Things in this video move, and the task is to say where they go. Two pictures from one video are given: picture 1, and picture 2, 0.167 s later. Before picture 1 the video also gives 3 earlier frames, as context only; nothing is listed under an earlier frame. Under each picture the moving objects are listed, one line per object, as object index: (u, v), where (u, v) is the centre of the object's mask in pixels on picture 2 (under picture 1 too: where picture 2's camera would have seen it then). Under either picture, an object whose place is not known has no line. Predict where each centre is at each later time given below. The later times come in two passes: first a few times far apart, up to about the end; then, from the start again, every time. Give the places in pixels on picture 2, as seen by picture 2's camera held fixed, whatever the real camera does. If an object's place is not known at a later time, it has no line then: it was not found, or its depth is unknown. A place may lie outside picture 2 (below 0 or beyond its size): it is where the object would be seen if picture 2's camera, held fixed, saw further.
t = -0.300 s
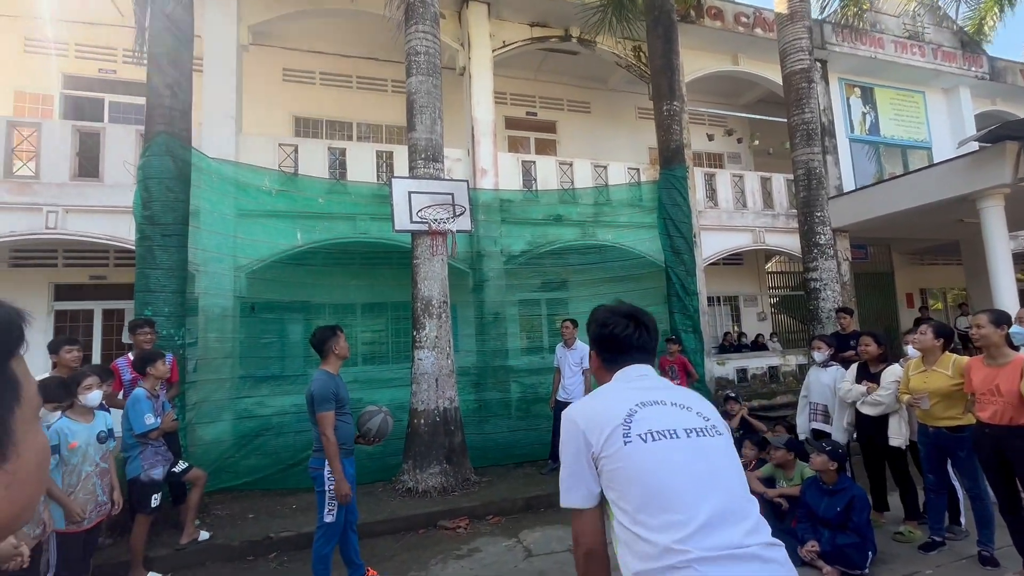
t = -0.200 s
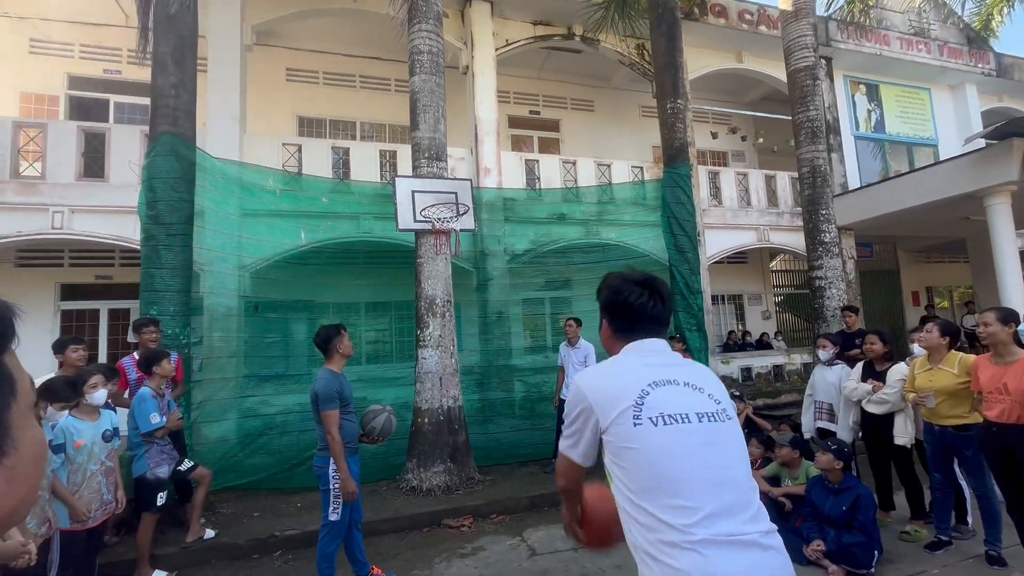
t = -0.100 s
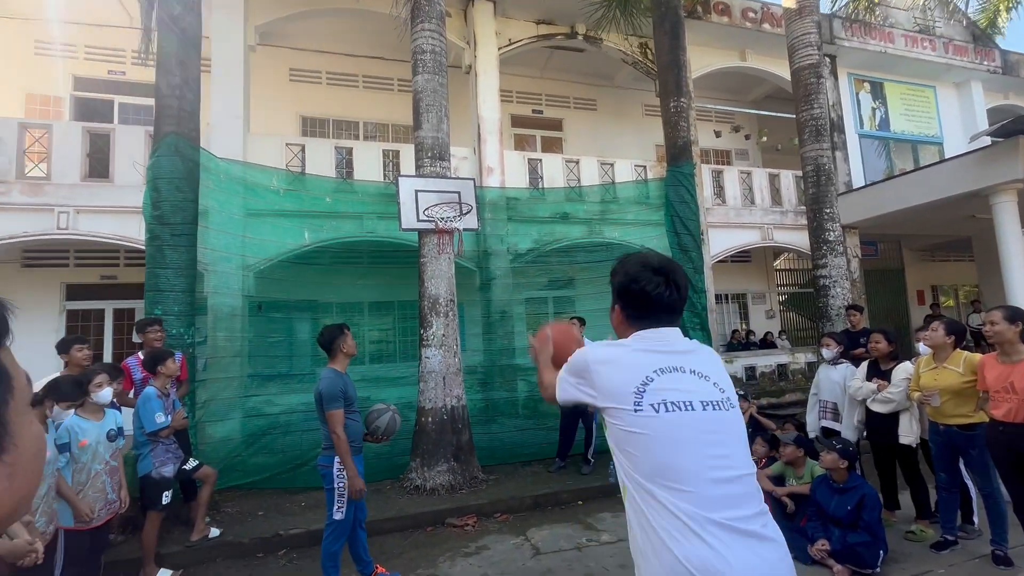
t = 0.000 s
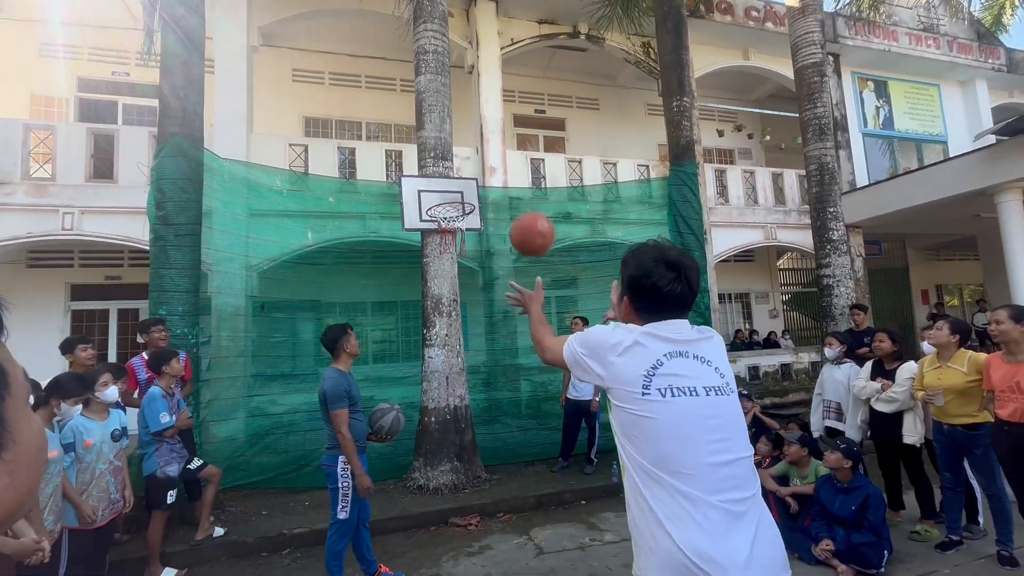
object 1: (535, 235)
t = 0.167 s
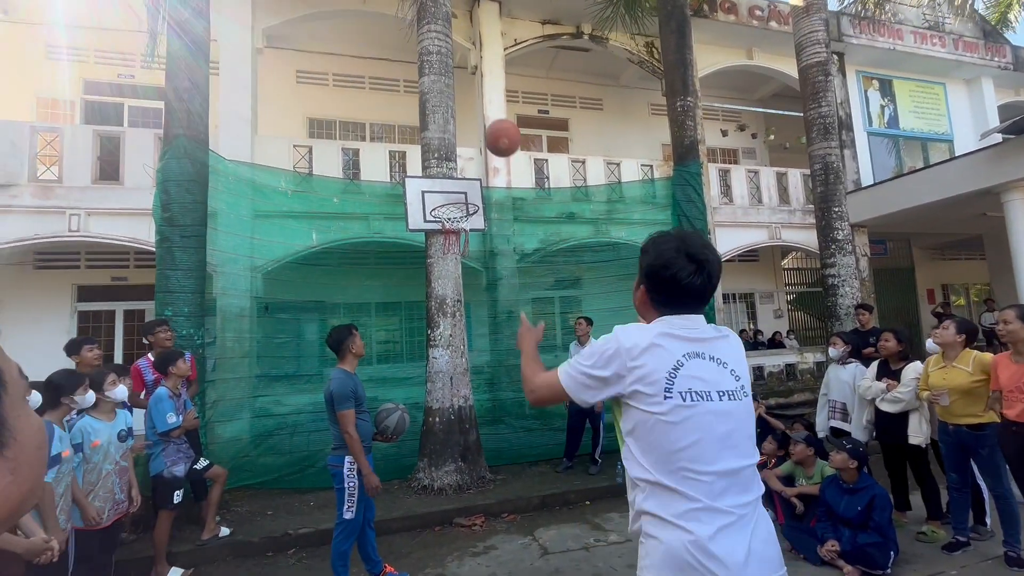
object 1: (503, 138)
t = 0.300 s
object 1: (485, 110)
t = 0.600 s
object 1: (460, 139)
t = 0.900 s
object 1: (446, 198)
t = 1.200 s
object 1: (444, 190)
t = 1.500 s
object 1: (453, 212)
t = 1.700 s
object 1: (466, 252)
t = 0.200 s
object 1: (498, 128)
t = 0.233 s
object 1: (493, 120)
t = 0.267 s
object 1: (489, 114)
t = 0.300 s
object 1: (485, 110)
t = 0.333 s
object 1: (481, 108)
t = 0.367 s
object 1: (478, 108)
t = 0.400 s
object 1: (475, 109)
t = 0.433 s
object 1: (472, 111)
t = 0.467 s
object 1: (469, 114)
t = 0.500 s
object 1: (467, 119)
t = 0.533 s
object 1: (464, 124)
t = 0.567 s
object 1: (462, 131)
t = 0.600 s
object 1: (460, 139)
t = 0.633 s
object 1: (458, 147)
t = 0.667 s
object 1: (457, 157)
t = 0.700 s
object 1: (455, 167)
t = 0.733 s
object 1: (453, 178)
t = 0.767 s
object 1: (452, 189)
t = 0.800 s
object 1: (450, 195)
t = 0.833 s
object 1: (449, 195)
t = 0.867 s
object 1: (447, 196)
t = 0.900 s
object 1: (446, 198)
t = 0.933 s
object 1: (445, 201)
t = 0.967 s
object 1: (444, 204)
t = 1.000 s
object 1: (443, 207)
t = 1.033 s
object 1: (443, 202)
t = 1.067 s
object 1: (443, 199)
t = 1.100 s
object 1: (442, 196)
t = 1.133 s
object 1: (443, 194)
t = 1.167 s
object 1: (444, 191)
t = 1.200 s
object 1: (444, 190)
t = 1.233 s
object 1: (445, 189)
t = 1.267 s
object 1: (446, 190)
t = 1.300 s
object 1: (446, 192)
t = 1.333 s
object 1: (447, 195)
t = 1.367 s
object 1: (448, 198)
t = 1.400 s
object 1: (448, 204)
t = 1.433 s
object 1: (449, 208)
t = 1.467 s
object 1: (451, 210)
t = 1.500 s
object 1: (453, 212)
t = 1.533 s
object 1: (455, 214)
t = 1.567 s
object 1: (456, 223)
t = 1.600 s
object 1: (459, 229)
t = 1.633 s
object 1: (461, 236)
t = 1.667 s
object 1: (464, 243)
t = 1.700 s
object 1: (466, 252)
